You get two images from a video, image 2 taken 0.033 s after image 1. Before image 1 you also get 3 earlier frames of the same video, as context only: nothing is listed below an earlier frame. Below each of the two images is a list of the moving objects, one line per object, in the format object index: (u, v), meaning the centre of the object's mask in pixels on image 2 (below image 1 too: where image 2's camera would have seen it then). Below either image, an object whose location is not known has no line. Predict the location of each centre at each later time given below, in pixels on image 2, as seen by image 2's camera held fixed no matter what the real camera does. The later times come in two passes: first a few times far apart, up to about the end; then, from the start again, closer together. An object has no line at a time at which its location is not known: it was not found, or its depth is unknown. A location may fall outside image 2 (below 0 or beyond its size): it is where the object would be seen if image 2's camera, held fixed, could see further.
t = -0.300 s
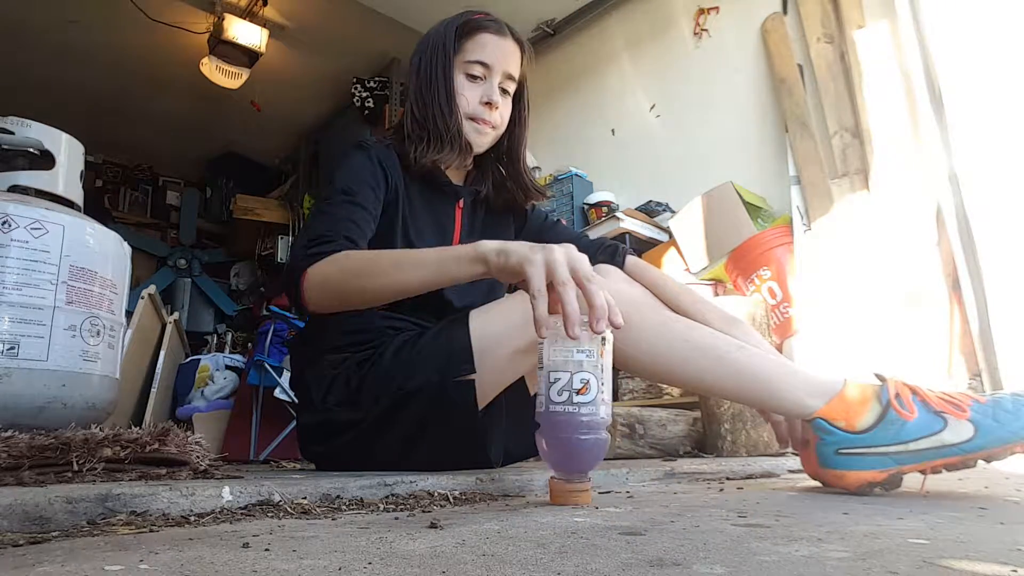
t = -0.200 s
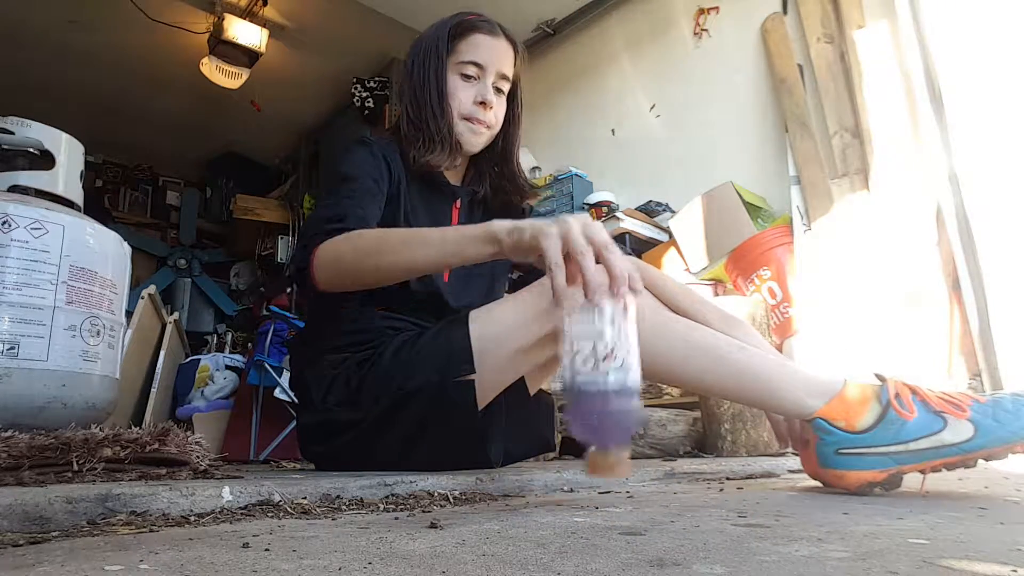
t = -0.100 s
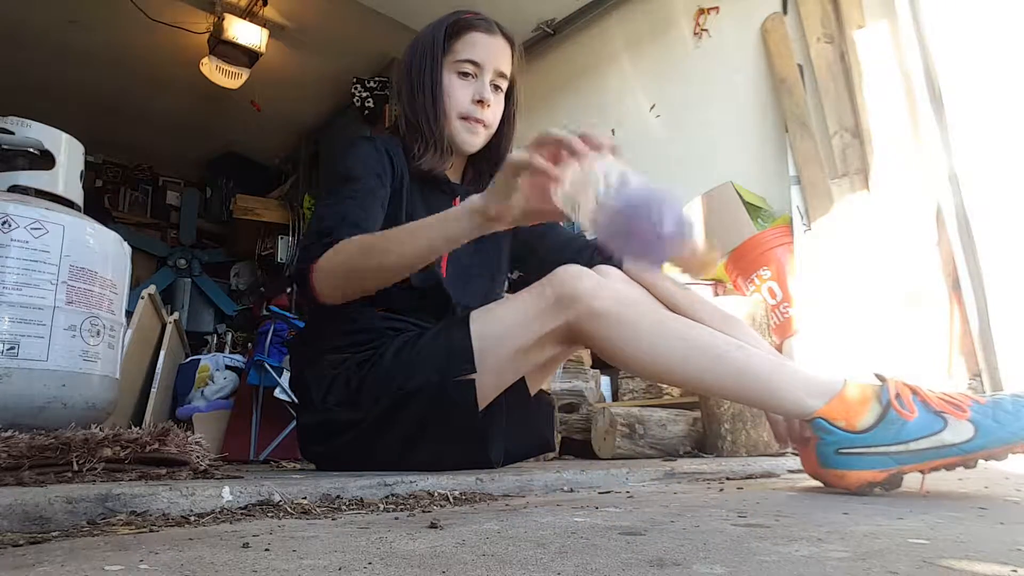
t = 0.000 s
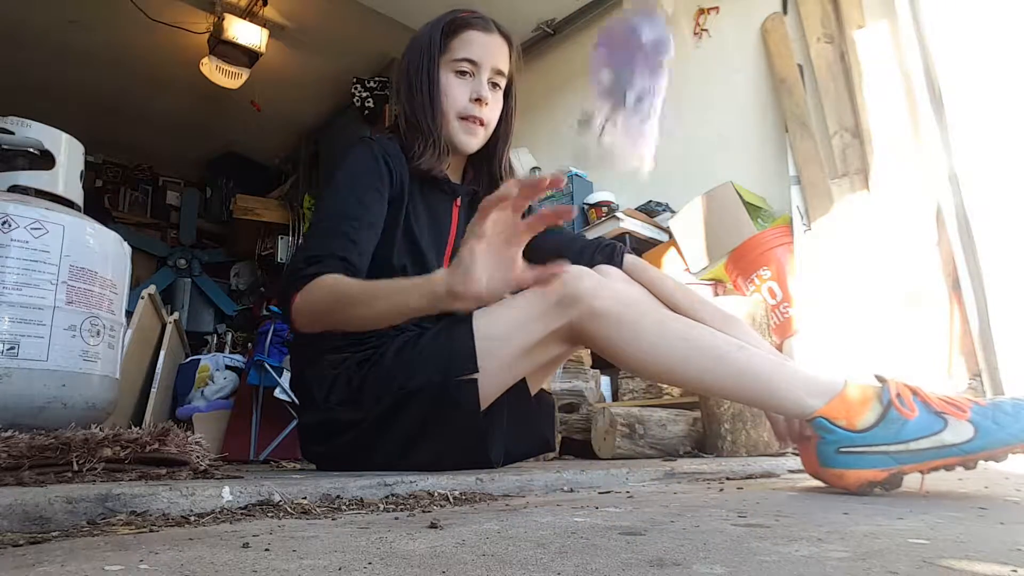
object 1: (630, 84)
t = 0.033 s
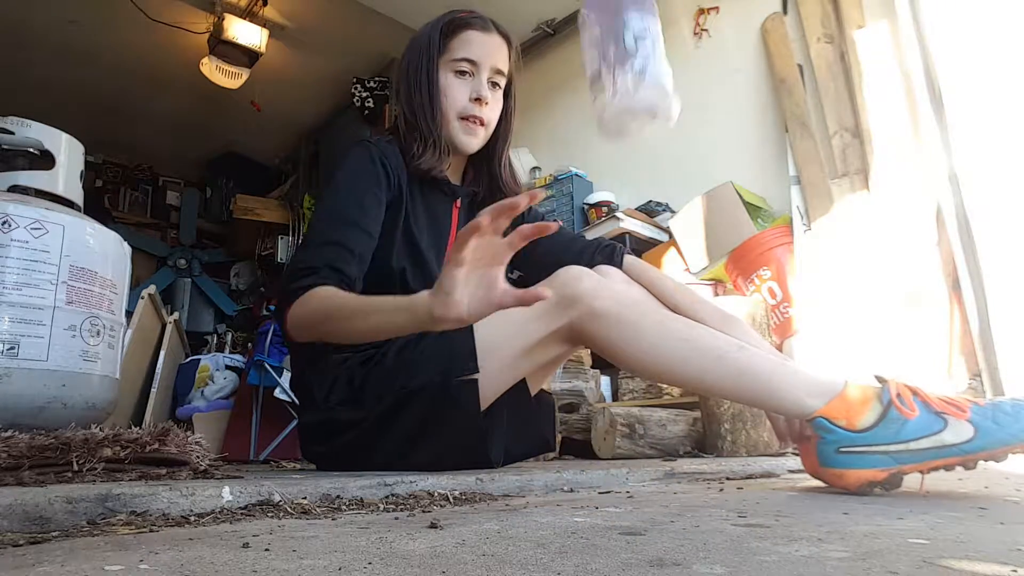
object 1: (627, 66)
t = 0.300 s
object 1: (605, 230)
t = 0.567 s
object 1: (597, 413)
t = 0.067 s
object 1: (637, 49)
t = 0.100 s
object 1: (630, 26)
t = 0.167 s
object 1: (597, 37)
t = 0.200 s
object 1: (599, 58)
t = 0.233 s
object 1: (605, 86)
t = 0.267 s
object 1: (603, 145)
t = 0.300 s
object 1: (605, 230)
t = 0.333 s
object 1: (608, 343)
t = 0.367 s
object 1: (607, 381)
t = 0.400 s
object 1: (599, 389)
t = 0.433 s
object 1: (593, 399)
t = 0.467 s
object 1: (591, 401)
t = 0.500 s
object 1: (591, 403)
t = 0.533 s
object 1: (594, 407)
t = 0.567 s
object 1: (597, 413)
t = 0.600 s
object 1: (602, 425)
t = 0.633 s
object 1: (609, 448)
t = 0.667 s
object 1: (616, 464)
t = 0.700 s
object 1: (623, 464)
